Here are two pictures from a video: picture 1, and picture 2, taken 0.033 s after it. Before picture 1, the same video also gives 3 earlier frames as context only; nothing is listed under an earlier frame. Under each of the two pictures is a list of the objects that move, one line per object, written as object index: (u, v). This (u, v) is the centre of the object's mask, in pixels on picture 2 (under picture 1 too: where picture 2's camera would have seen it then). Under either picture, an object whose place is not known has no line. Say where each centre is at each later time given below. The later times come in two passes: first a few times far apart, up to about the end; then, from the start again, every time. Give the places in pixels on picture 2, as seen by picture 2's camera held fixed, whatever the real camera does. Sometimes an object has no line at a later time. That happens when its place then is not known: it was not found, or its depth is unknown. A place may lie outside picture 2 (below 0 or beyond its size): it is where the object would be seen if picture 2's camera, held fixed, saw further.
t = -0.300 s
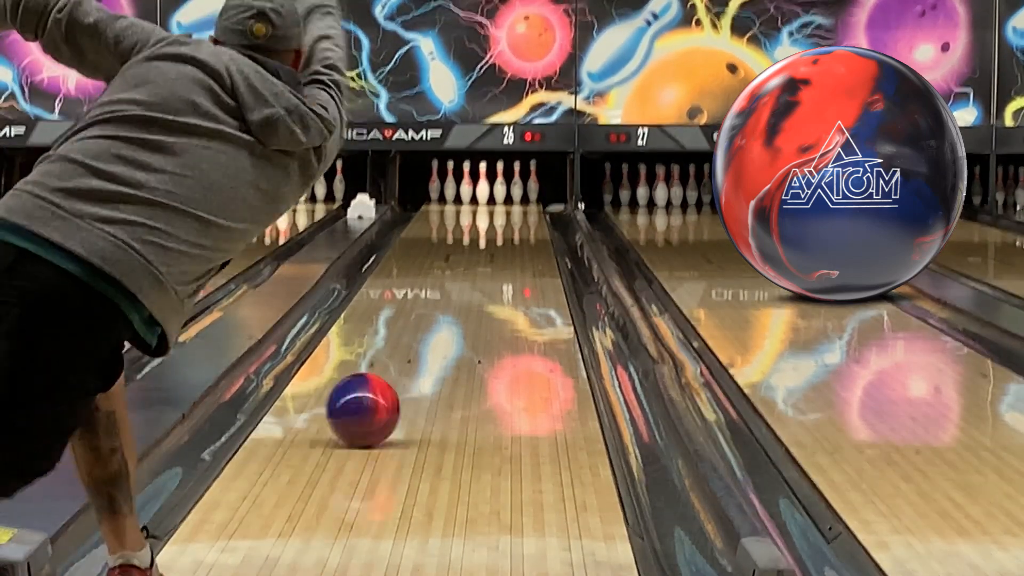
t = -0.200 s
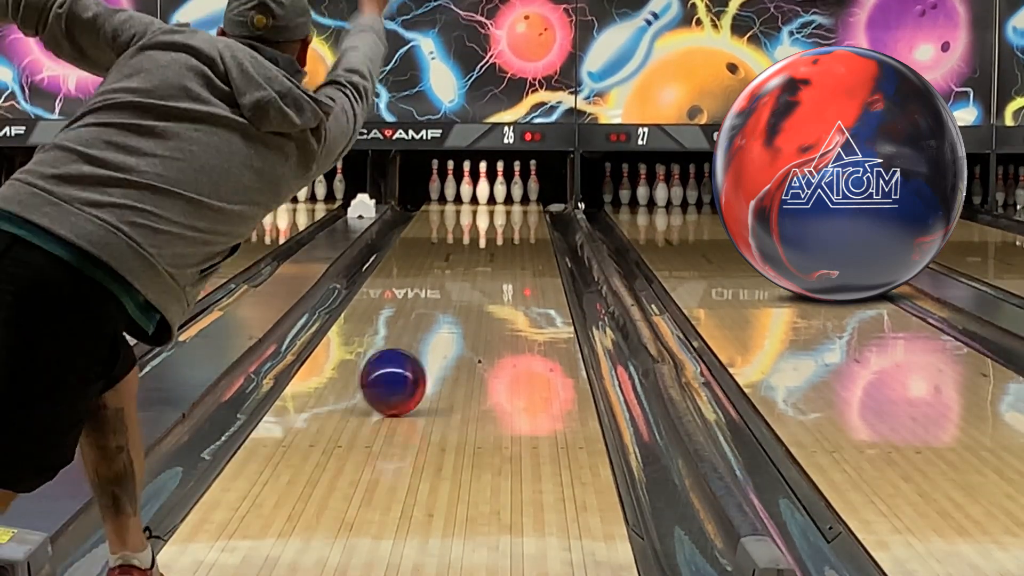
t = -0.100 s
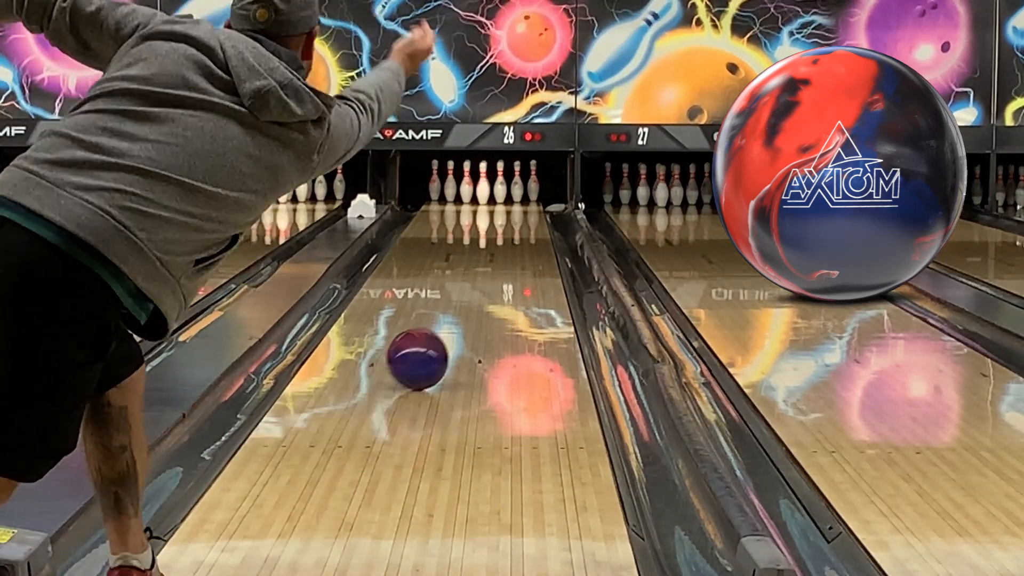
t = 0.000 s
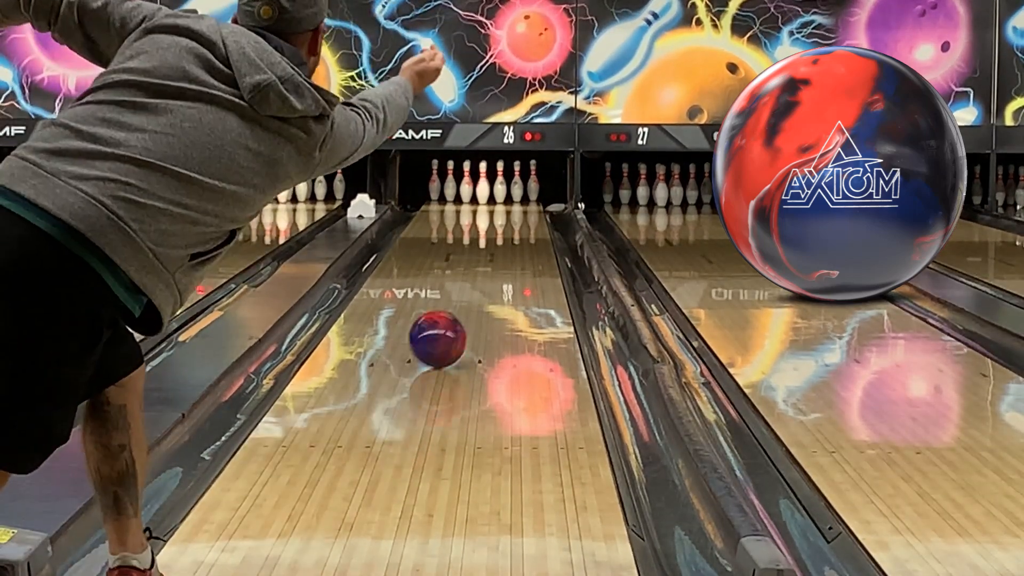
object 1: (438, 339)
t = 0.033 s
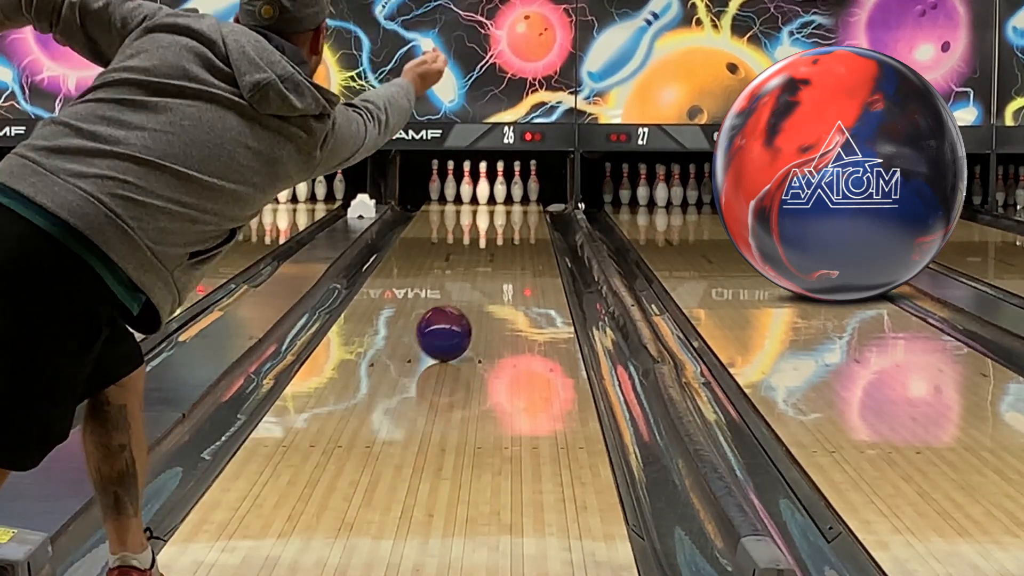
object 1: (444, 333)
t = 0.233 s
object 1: (474, 303)
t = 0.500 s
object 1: (504, 273)
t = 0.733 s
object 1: (522, 252)
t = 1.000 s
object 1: (536, 234)
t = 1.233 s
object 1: (540, 222)
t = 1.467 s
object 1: (535, 212)
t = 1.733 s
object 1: (515, 203)
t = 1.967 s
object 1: (496, 195)
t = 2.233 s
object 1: (484, 190)
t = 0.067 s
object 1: (450, 327)
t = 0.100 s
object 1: (455, 322)
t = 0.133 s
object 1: (460, 317)
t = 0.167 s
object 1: (465, 312)
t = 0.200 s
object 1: (470, 307)
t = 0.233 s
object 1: (474, 303)
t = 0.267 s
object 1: (479, 299)
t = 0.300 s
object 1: (483, 295)
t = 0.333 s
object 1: (487, 290)
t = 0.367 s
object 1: (490, 287)
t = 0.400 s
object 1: (494, 283)
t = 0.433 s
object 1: (497, 279)
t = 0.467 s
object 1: (501, 276)
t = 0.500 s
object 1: (504, 273)
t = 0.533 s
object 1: (506, 269)
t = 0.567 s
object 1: (509, 266)
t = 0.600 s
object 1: (513, 264)
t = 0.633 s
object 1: (515, 260)
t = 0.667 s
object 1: (517, 257)
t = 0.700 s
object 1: (519, 254)
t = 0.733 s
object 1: (522, 252)
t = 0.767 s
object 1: (524, 250)
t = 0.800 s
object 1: (526, 247)
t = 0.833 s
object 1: (528, 244)
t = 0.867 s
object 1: (530, 242)
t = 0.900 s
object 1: (532, 240)
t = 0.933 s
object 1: (533, 238)
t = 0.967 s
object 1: (534, 236)
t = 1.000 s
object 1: (536, 234)
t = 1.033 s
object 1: (537, 232)
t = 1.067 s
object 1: (538, 230)
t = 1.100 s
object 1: (539, 228)
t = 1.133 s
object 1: (539, 227)
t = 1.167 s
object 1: (540, 225)
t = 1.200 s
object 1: (540, 223)
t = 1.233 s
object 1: (540, 222)
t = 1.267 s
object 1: (540, 220)
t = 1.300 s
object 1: (540, 219)
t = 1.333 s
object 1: (540, 217)
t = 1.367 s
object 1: (539, 216)
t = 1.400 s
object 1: (538, 214)
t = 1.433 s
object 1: (536, 213)
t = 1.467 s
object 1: (535, 212)
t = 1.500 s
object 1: (533, 211)
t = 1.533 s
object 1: (532, 210)
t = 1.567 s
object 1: (529, 208)
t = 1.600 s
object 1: (527, 207)
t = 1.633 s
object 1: (525, 206)
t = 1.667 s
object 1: (522, 205)
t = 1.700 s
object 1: (519, 203)
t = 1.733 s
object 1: (515, 203)
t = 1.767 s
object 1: (513, 201)
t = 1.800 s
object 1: (509, 201)
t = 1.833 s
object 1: (507, 199)
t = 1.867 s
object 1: (504, 199)
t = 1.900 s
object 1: (501, 198)
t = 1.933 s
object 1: (498, 196)
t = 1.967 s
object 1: (496, 195)
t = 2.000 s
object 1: (493, 194)
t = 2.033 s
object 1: (490, 193)
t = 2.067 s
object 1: (490, 193)
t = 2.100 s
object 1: (489, 193)
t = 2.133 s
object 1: (487, 191)
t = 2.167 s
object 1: (486, 191)
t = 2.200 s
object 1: (485, 191)
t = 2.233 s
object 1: (484, 190)
